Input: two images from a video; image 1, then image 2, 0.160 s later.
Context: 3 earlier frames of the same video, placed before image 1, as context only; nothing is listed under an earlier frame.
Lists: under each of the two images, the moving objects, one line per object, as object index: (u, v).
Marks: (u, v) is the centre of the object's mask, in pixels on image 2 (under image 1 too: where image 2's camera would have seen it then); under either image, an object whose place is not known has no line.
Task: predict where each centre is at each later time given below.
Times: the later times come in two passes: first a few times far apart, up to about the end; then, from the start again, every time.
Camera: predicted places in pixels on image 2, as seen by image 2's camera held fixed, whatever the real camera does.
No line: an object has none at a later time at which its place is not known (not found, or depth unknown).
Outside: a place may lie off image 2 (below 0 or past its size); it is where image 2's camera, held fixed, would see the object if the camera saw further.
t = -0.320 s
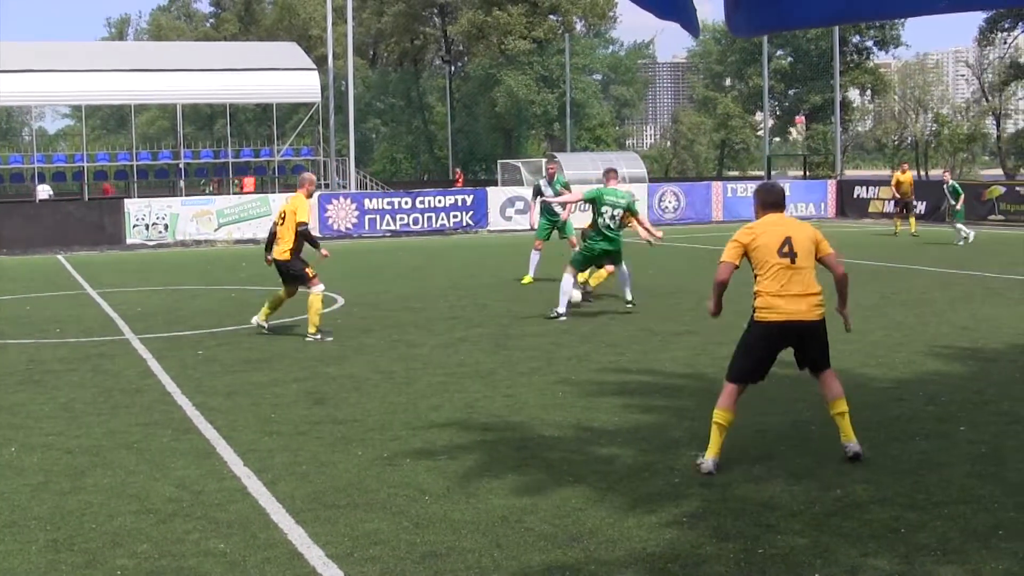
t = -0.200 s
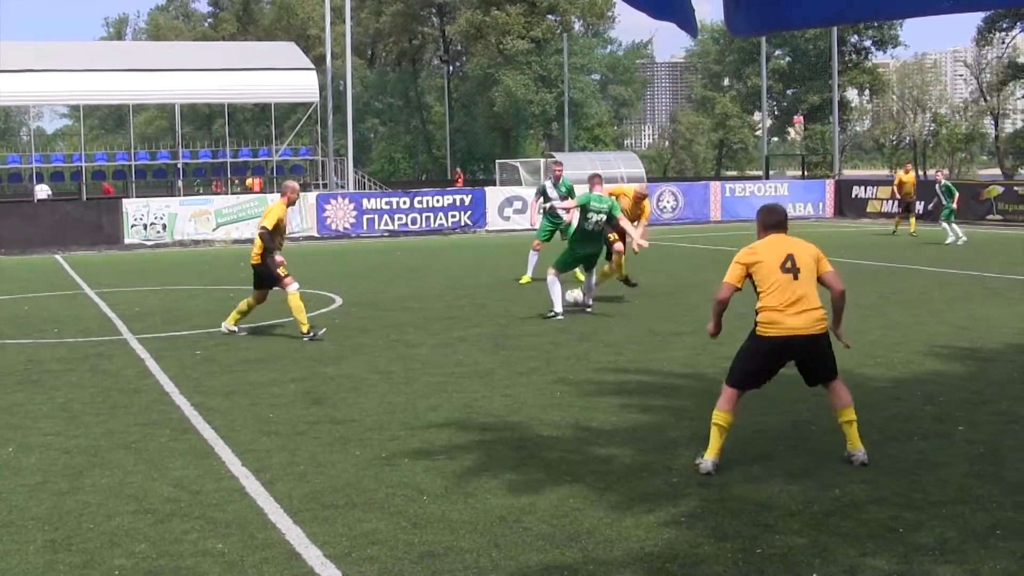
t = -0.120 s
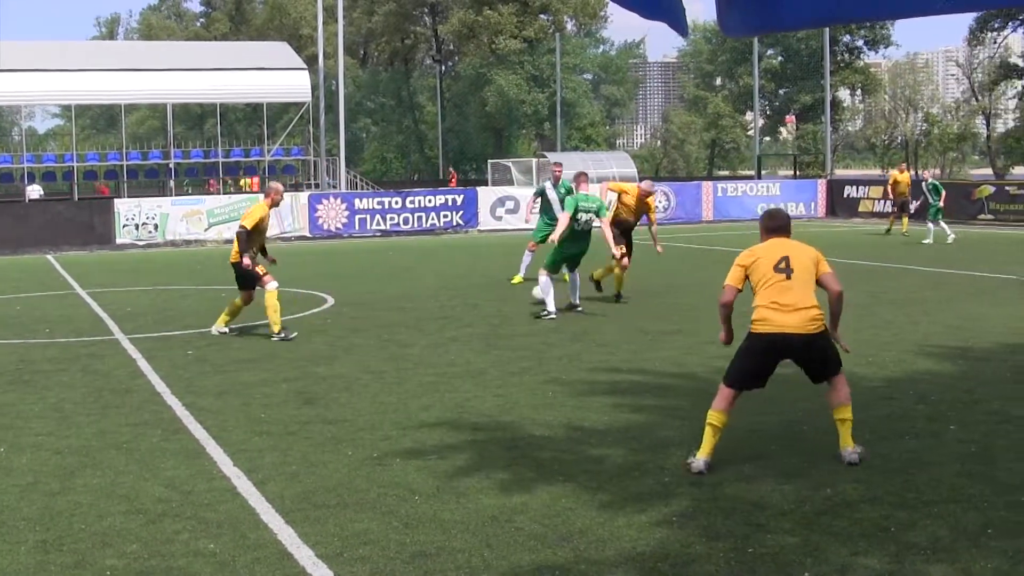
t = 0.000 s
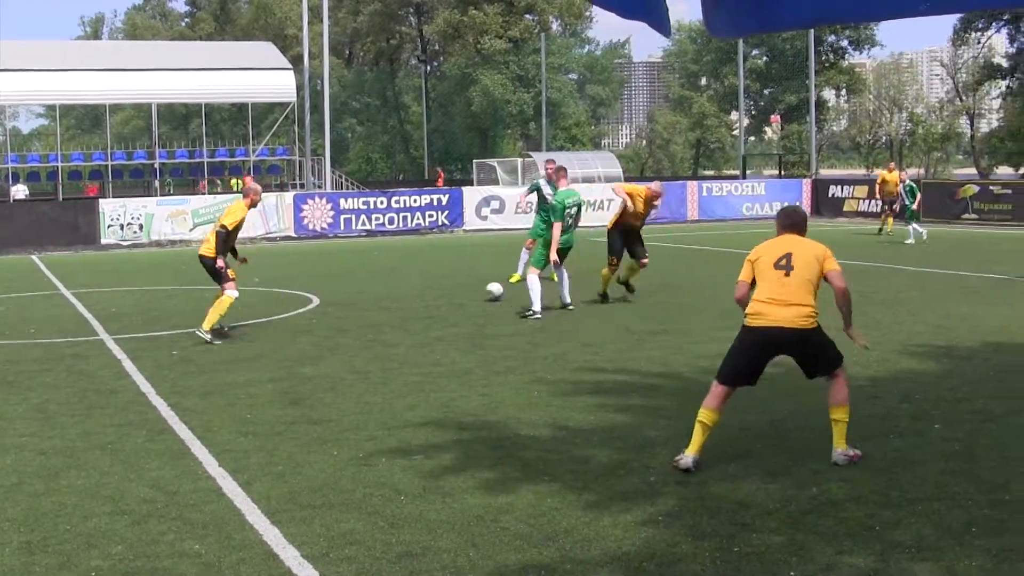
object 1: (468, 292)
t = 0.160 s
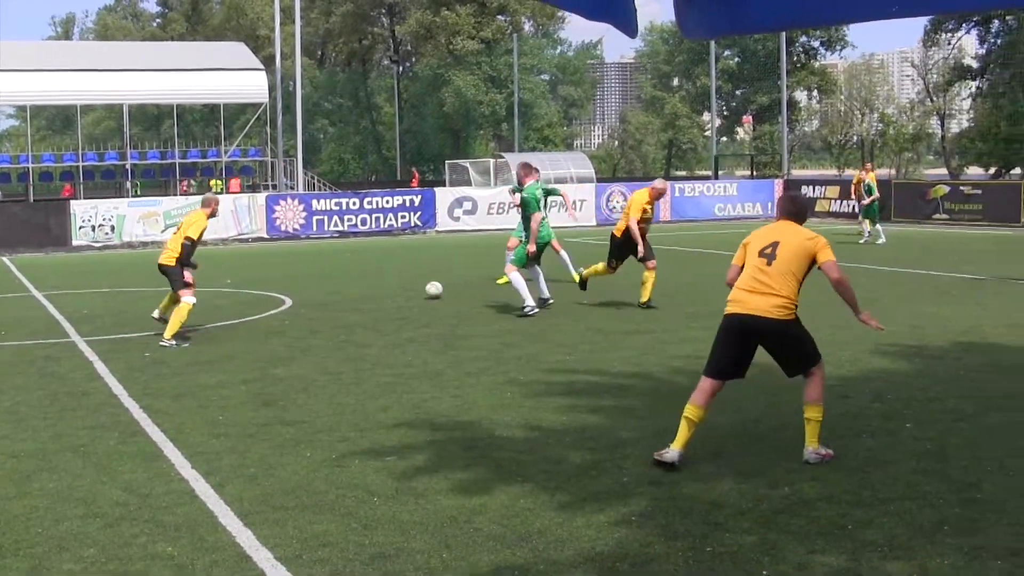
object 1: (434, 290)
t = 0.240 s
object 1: (420, 289)
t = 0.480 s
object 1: (385, 286)
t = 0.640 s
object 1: (366, 284)
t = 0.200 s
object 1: (427, 290)
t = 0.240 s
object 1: (420, 289)
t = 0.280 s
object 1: (413, 289)
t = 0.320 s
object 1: (407, 288)
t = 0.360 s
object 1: (401, 288)
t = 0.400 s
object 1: (396, 287)
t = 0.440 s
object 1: (390, 287)
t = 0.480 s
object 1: (385, 286)
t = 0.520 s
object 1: (380, 286)
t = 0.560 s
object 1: (376, 285)
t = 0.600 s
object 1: (371, 285)
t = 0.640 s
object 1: (366, 284)
